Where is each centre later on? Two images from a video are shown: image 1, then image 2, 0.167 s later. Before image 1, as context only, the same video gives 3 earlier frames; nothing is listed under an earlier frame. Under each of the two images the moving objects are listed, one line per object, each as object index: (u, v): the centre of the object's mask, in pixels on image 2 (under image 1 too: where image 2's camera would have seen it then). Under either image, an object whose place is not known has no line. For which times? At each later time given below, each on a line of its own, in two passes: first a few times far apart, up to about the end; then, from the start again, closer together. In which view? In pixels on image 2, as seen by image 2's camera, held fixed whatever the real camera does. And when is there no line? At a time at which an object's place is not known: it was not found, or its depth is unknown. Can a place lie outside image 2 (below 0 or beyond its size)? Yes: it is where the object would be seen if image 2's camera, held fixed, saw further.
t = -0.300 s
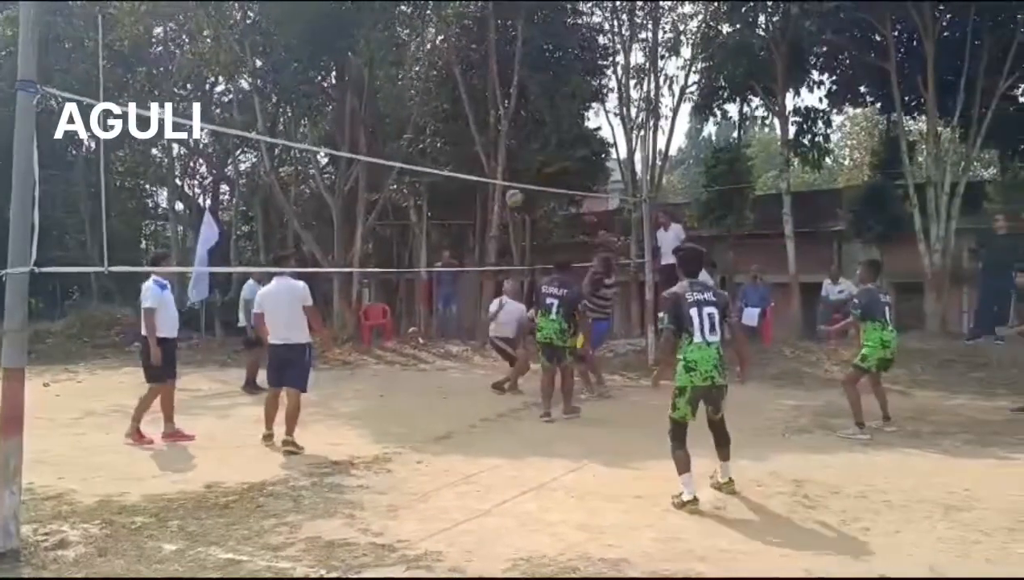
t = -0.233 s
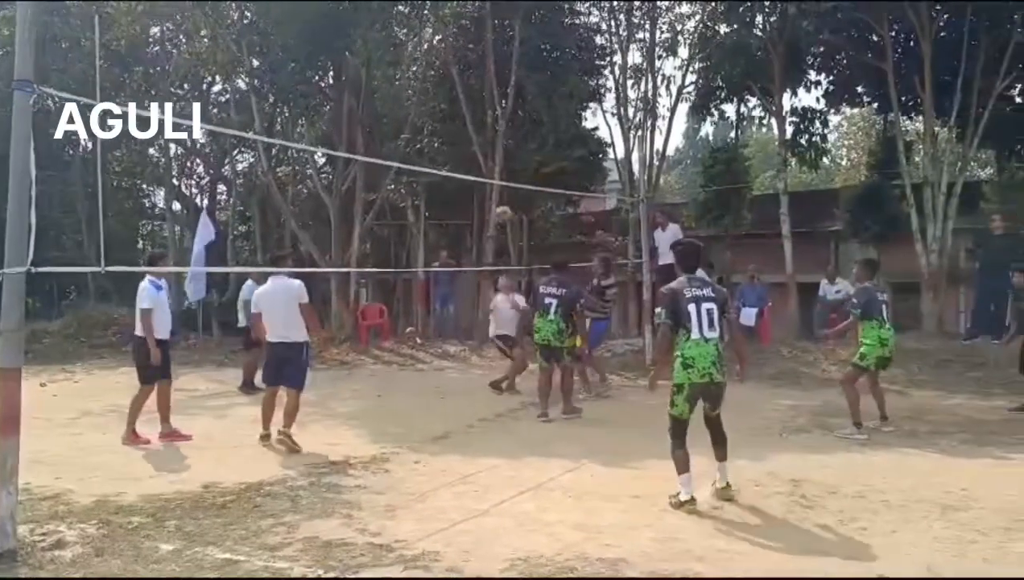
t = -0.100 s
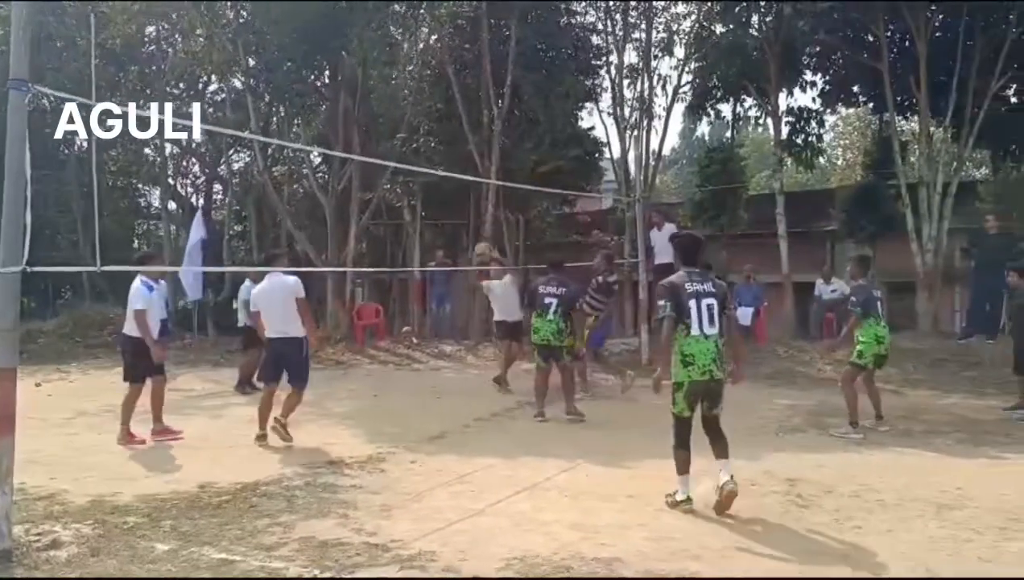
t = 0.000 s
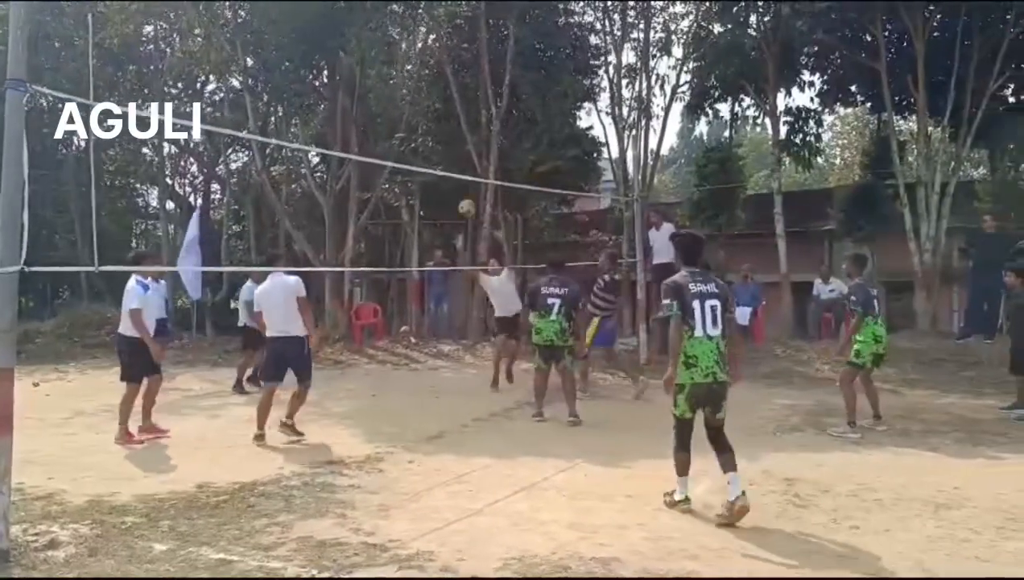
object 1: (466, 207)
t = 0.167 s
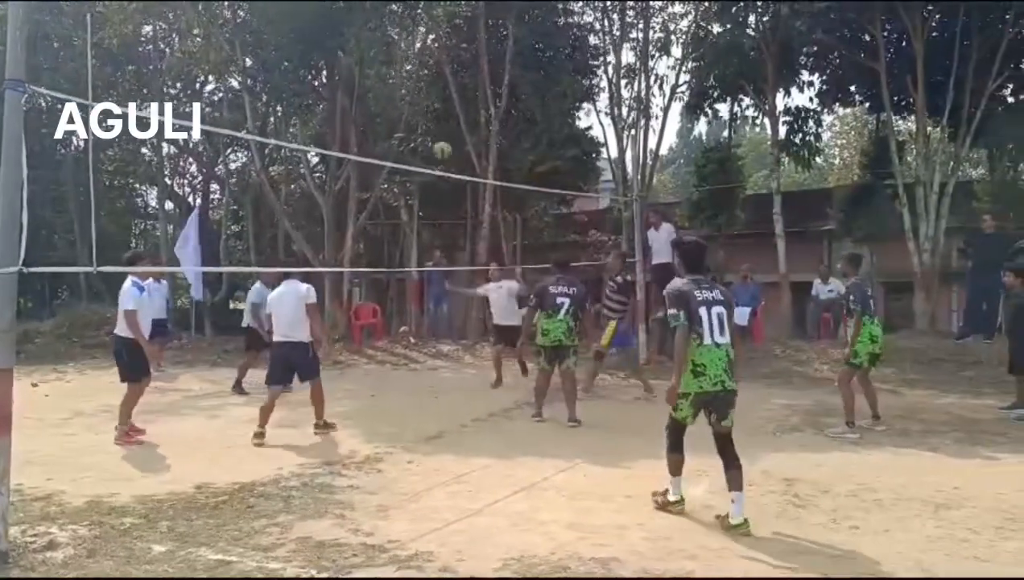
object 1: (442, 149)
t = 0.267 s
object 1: (428, 123)
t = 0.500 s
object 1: (391, 94)
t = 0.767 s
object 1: (346, 121)
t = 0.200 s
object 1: (437, 139)
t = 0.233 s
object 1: (433, 131)
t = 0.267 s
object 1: (428, 123)
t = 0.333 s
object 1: (418, 111)
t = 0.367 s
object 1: (413, 105)
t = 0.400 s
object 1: (407, 101)
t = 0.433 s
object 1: (402, 97)
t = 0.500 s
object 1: (391, 94)
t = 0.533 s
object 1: (386, 93)
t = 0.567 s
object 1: (380, 93)
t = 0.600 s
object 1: (374, 95)
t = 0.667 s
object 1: (363, 102)
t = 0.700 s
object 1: (357, 107)
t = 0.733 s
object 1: (352, 113)
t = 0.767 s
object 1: (346, 121)
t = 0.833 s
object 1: (334, 138)
